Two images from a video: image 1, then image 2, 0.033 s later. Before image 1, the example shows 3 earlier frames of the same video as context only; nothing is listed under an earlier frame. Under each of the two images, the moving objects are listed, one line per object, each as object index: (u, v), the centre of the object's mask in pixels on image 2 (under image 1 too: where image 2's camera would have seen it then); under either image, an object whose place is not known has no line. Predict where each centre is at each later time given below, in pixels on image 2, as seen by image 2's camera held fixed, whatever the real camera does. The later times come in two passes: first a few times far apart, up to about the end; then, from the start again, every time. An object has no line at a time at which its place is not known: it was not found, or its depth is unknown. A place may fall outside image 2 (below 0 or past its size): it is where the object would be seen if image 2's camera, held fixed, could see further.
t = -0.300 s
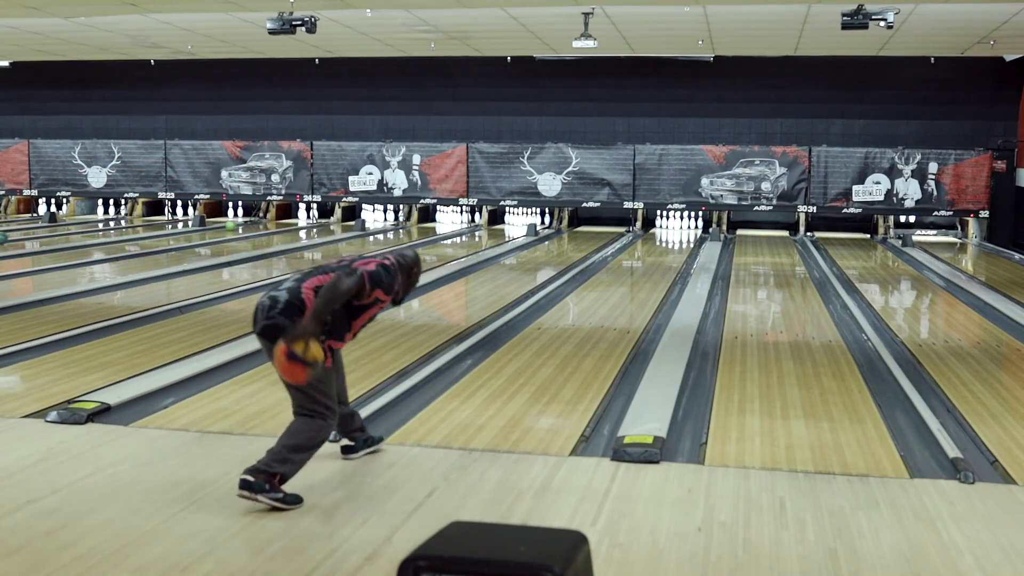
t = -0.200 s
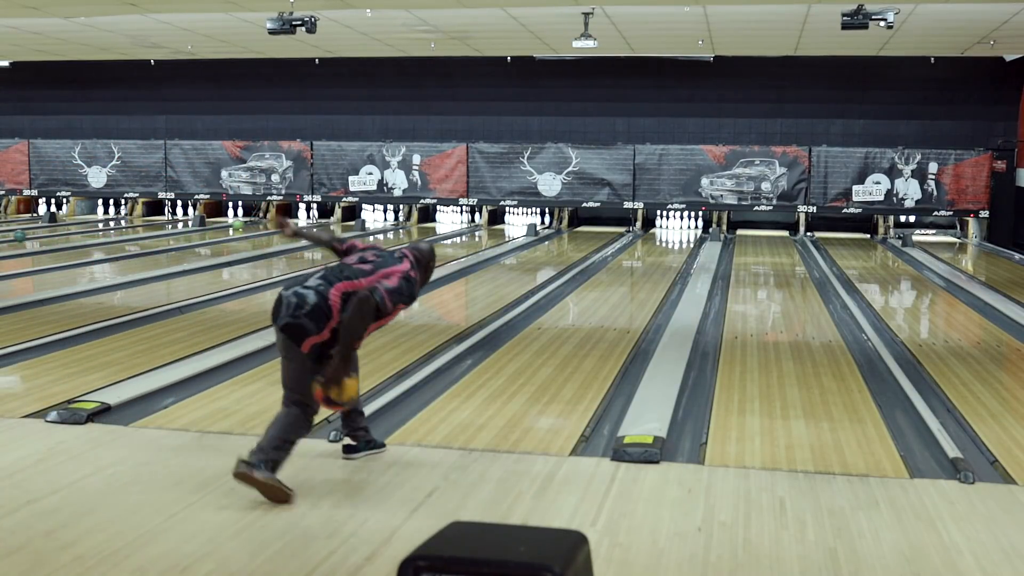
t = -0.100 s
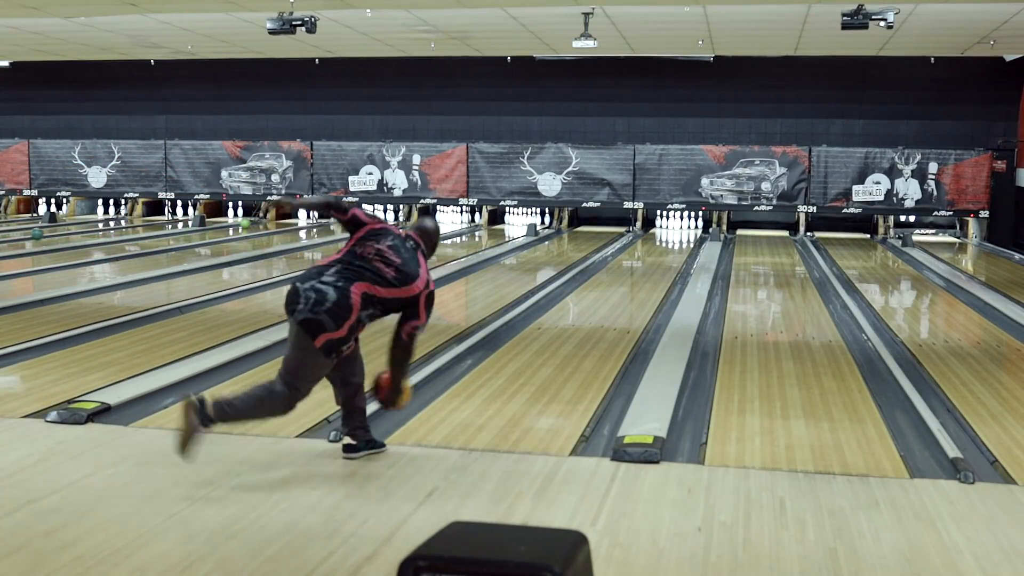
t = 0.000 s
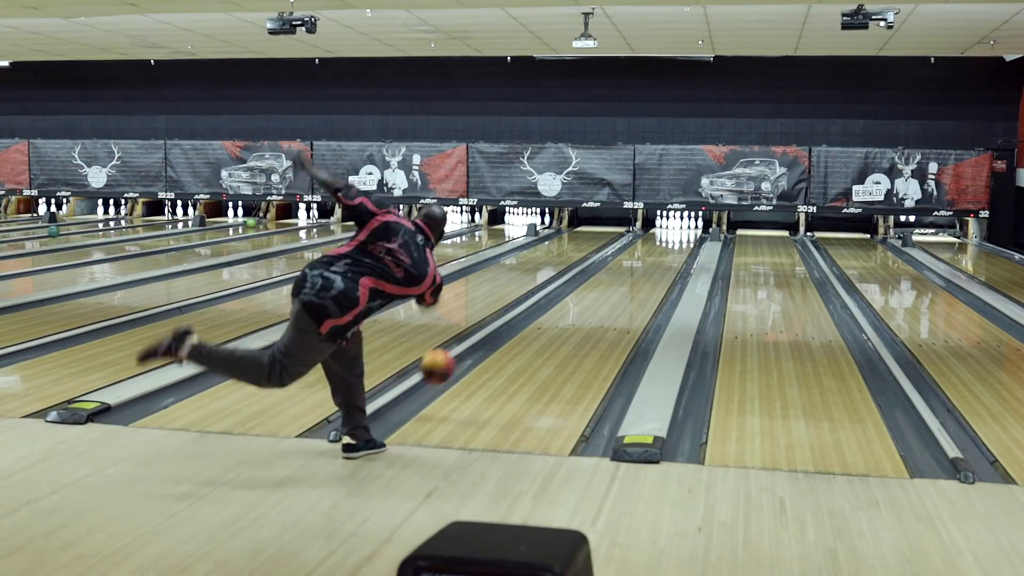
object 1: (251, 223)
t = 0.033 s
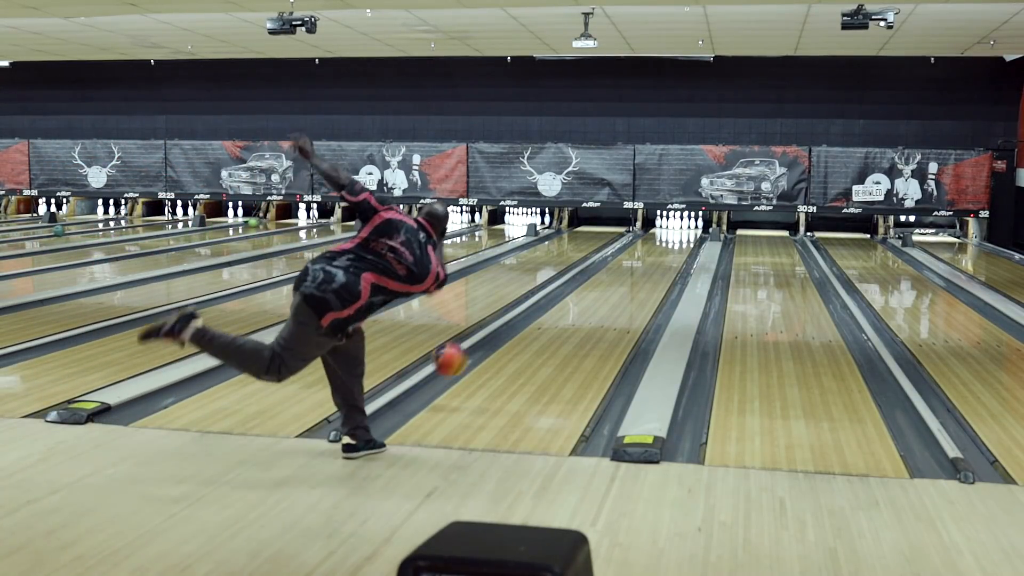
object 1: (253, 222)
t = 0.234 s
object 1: (265, 221)
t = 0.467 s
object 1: (278, 219)
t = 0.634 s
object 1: (287, 217)
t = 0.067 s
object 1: (255, 222)
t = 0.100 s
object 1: (257, 222)
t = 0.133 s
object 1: (259, 222)
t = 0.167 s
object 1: (261, 221)
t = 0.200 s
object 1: (263, 221)
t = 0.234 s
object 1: (265, 221)
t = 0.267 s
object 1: (266, 221)
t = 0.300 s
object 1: (267, 220)
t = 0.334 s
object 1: (270, 220)
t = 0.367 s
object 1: (272, 219)
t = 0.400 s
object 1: (274, 219)
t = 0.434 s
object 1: (276, 219)
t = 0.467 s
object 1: (278, 219)
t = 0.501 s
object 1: (280, 218)
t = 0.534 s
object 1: (281, 218)
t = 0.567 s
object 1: (283, 218)
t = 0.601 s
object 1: (285, 218)
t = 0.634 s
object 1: (287, 217)
